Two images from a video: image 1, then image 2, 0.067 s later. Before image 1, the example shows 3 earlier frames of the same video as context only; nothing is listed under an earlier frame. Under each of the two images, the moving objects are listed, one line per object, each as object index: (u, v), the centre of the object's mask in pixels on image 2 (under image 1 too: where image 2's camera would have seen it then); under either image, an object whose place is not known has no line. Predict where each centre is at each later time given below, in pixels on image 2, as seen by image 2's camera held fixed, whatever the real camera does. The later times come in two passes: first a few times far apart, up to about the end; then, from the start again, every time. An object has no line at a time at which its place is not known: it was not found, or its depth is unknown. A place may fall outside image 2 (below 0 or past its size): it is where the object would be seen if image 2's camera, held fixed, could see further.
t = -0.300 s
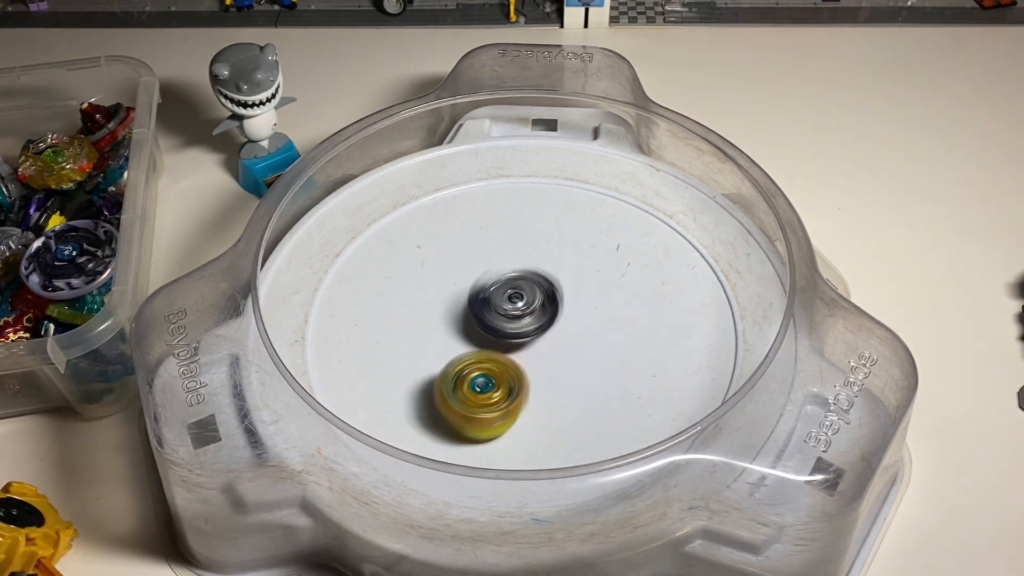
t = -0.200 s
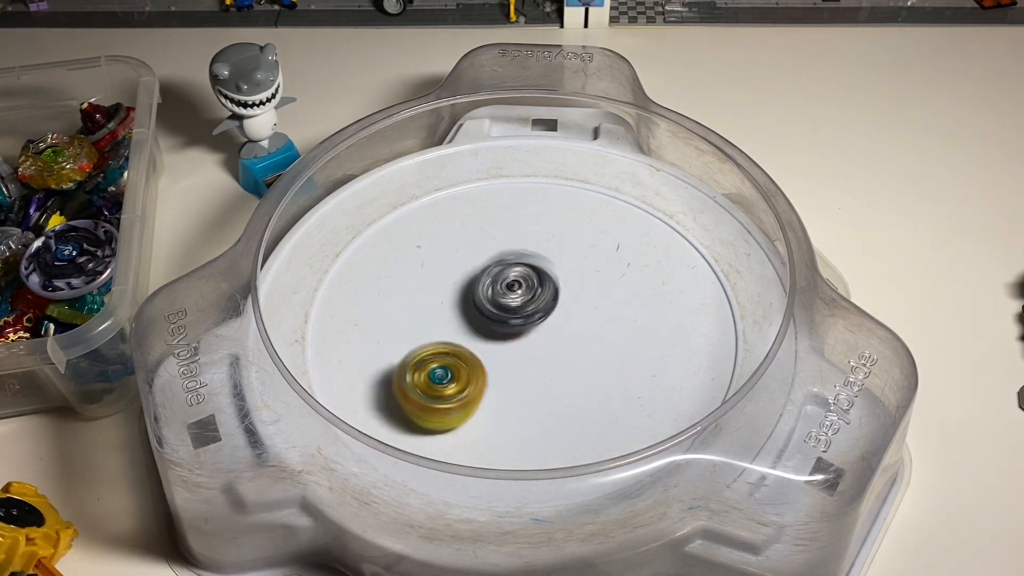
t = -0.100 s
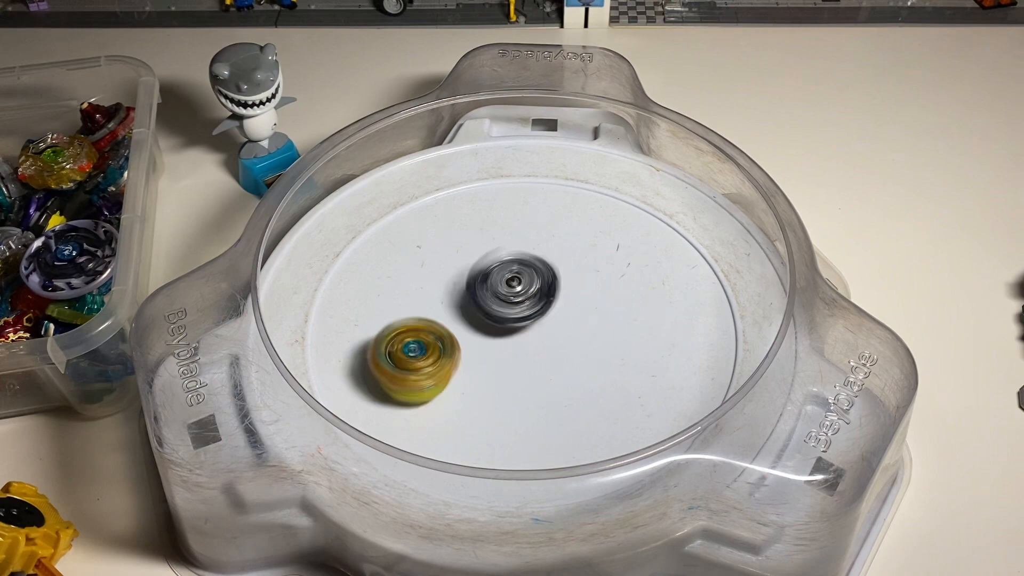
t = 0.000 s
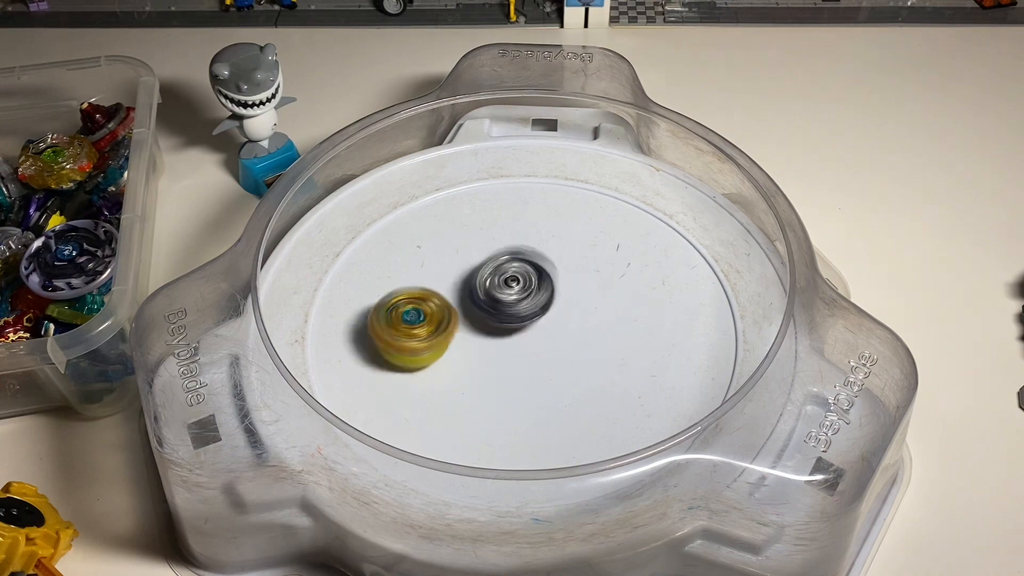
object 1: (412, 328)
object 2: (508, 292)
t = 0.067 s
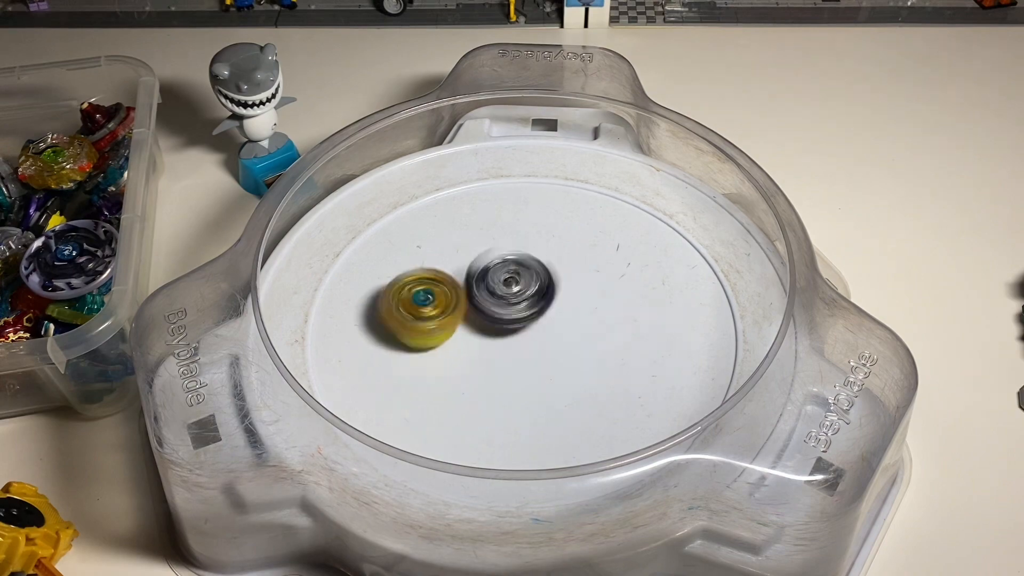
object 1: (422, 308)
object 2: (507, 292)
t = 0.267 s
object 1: (362, 310)
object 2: (617, 245)
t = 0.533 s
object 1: (478, 319)
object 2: (578, 291)
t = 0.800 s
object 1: (397, 435)
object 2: (645, 220)
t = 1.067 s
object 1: (494, 372)
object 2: (489, 304)
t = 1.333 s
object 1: (637, 338)
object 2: (337, 281)
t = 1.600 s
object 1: (593, 288)
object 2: (516, 354)
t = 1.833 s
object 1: (487, 267)
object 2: (632, 355)
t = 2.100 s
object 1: (453, 296)
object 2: (561, 329)
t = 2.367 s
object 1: (414, 308)
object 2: (544, 322)
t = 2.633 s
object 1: (441, 334)
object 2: (542, 313)
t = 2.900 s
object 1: (501, 364)
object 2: (543, 306)
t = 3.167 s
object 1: (579, 365)
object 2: (471, 271)
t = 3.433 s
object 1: (564, 308)
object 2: (474, 278)
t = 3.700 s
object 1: (547, 284)
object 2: (474, 307)
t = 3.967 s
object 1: (522, 276)
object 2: (490, 340)
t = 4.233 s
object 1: (508, 283)
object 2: (529, 350)
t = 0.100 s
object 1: (401, 308)
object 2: (533, 279)
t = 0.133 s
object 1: (383, 309)
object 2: (555, 269)
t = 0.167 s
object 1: (371, 310)
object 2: (579, 260)
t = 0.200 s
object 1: (364, 310)
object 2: (595, 253)
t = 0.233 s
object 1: (362, 310)
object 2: (611, 247)
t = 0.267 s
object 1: (362, 310)
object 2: (617, 245)
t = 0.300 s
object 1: (368, 309)
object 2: (624, 246)
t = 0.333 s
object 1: (375, 310)
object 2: (623, 248)
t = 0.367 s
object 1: (387, 311)
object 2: (624, 253)
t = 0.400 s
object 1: (401, 313)
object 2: (617, 259)
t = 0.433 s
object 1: (418, 314)
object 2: (612, 266)
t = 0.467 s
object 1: (437, 315)
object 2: (601, 274)
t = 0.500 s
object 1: (457, 317)
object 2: (592, 282)
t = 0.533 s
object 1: (478, 319)
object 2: (578, 291)
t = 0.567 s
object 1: (486, 330)
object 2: (576, 292)
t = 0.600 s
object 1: (464, 355)
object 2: (603, 272)
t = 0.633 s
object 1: (443, 377)
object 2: (623, 253)
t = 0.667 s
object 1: (426, 395)
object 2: (641, 236)
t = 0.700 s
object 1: (412, 410)
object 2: (652, 222)
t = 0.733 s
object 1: (405, 416)
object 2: (657, 215)
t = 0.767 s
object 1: (397, 431)
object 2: (653, 215)
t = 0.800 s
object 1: (397, 435)
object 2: (645, 220)
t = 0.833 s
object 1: (400, 435)
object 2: (634, 228)
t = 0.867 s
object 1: (406, 433)
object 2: (618, 237)
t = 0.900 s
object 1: (416, 429)
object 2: (601, 249)
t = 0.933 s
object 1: (429, 418)
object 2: (581, 261)
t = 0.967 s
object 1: (443, 411)
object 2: (560, 274)
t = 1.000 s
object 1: (459, 398)
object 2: (537, 287)
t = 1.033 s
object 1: (477, 384)
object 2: (513, 299)
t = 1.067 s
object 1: (494, 372)
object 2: (489, 304)
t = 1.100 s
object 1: (523, 371)
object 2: (457, 304)
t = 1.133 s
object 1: (548, 369)
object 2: (427, 297)
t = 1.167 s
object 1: (571, 366)
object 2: (399, 287)
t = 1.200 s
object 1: (590, 362)
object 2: (375, 281)
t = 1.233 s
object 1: (608, 356)
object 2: (355, 275)
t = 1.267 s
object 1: (620, 350)
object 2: (340, 272)
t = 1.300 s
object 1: (630, 344)
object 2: (336, 274)
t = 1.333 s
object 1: (637, 338)
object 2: (337, 281)
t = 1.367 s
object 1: (641, 332)
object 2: (347, 290)
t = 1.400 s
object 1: (642, 325)
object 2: (365, 299)
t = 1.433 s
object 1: (640, 318)
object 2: (385, 310)
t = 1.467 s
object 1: (635, 312)
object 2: (406, 322)
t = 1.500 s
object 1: (628, 305)
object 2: (433, 331)
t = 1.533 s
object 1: (618, 299)
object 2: (461, 340)
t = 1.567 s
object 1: (607, 293)
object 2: (488, 348)
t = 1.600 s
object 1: (593, 288)
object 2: (516, 354)
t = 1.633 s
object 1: (580, 281)
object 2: (542, 357)
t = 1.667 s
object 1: (563, 276)
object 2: (565, 362)
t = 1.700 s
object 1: (548, 275)
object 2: (591, 362)
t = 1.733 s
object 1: (531, 272)
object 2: (606, 360)
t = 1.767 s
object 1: (517, 269)
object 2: (622, 359)
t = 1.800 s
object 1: (502, 268)
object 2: (628, 356)
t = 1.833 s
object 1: (487, 267)
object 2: (632, 355)
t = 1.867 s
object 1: (476, 268)
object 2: (631, 352)
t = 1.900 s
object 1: (465, 271)
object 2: (628, 351)
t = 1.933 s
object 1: (457, 273)
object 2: (622, 347)
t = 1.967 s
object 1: (451, 278)
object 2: (612, 342)
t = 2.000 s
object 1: (448, 282)
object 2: (603, 337)
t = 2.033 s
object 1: (448, 286)
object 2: (587, 334)
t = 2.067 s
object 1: (450, 290)
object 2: (576, 332)
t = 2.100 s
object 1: (453, 296)
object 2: (561, 329)
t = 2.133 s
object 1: (458, 300)
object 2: (546, 327)
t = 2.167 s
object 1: (454, 303)
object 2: (539, 325)
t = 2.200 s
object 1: (441, 303)
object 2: (541, 325)
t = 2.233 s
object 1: (431, 304)
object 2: (543, 324)
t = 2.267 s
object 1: (422, 307)
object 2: (544, 325)
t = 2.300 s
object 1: (417, 307)
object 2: (546, 323)
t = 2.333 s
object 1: (414, 308)
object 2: (543, 321)
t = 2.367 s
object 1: (414, 308)
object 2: (544, 322)
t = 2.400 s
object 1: (416, 309)
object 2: (544, 321)
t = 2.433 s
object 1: (418, 310)
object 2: (538, 318)
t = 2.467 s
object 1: (424, 313)
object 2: (535, 315)
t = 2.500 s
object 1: (430, 315)
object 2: (530, 314)
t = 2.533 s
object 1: (438, 318)
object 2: (529, 314)
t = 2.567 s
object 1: (443, 322)
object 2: (530, 313)
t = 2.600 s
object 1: (441, 327)
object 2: (535, 312)
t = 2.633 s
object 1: (441, 334)
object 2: (542, 313)
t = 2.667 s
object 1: (443, 340)
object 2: (547, 313)
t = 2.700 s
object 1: (449, 347)
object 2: (549, 313)
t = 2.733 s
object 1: (454, 352)
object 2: (552, 315)
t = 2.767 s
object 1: (463, 357)
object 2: (554, 313)
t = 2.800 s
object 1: (471, 360)
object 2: (550, 310)
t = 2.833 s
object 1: (481, 362)
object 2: (546, 310)
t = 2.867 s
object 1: (491, 364)
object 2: (546, 309)
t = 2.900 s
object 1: (501, 364)
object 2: (543, 306)
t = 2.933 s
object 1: (511, 364)
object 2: (537, 302)
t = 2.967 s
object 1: (523, 367)
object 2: (527, 301)
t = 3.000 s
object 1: (537, 370)
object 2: (516, 300)
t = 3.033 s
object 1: (549, 373)
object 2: (504, 294)
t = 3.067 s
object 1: (559, 374)
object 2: (494, 287)
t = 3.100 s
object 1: (568, 372)
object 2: (485, 280)
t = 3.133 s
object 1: (574, 370)
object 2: (477, 275)
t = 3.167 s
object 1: (579, 365)
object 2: (471, 271)
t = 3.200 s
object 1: (582, 359)
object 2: (467, 267)
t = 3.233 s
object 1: (584, 352)
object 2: (465, 265)
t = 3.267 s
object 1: (584, 346)
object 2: (465, 264)
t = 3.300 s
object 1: (581, 338)
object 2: (466, 264)
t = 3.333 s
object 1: (578, 330)
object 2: (466, 266)
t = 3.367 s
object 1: (574, 322)
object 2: (467, 269)
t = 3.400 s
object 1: (570, 315)
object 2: (470, 274)
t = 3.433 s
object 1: (564, 308)
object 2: (474, 278)
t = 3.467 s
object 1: (564, 303)
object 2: (473, 282)
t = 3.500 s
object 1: (566, 297)
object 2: (468, 285)
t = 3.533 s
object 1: (566, 293)
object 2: (466, 288)
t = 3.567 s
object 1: (564, 290)
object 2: (465, 291)
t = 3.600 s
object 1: (560, 287)
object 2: (467, 295)
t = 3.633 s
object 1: (555, 287)
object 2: (469, 299)
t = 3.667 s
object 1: (551, 285)
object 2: (471, 303)
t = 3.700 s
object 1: (547, 284)
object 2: (474, 307)
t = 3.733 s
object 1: (544, 281)
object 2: (474, 314)
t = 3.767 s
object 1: (540, 279)
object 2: (475, 320)
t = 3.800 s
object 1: (537, 277)
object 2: (477, 325)
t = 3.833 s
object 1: (532, 276)
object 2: (481, 329)
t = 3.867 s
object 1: (529, 275)
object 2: (484, 333)
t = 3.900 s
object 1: (525, 274)
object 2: (485, 337)
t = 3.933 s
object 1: (523, 275)
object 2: (489, 339)
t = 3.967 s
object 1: (522, 276)
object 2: (490, 340)
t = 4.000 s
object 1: (519, 275)
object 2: (493, 344)
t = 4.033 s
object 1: (518, 276)
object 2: (496, 346)
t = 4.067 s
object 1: (515, 276)
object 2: (499, 348)
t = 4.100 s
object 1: (512, 278)
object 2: (503, 350)
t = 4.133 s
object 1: (511, 281)
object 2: (508, 352)
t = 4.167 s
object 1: (510, 282)
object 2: (514, 353)
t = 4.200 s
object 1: (509, 283)
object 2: (519, 354)
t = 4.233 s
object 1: (508, 283)
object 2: (529, 350)
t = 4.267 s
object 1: (507, 283)
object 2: (534, 349)
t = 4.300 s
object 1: (506, 283)
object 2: (538, 348)
